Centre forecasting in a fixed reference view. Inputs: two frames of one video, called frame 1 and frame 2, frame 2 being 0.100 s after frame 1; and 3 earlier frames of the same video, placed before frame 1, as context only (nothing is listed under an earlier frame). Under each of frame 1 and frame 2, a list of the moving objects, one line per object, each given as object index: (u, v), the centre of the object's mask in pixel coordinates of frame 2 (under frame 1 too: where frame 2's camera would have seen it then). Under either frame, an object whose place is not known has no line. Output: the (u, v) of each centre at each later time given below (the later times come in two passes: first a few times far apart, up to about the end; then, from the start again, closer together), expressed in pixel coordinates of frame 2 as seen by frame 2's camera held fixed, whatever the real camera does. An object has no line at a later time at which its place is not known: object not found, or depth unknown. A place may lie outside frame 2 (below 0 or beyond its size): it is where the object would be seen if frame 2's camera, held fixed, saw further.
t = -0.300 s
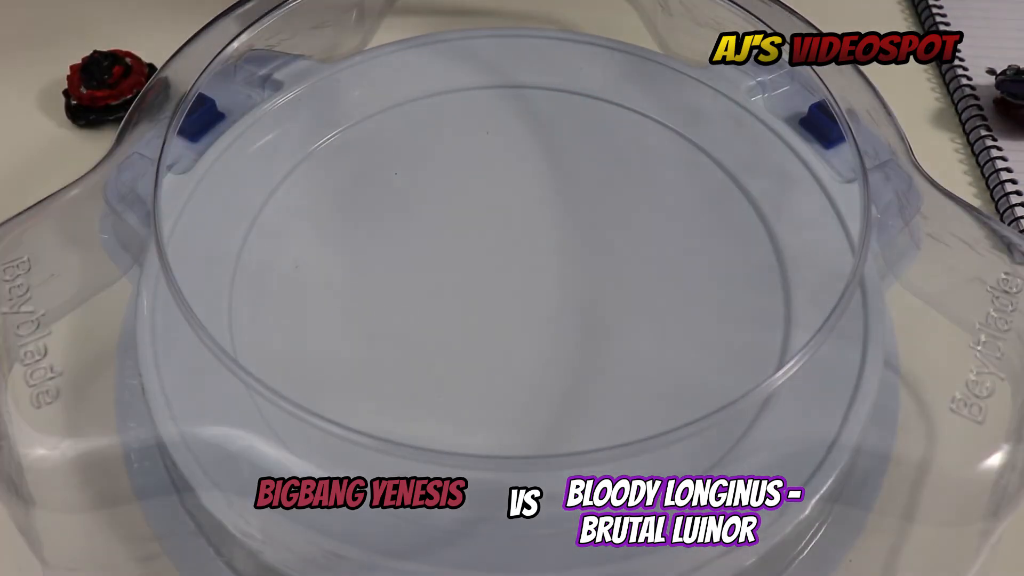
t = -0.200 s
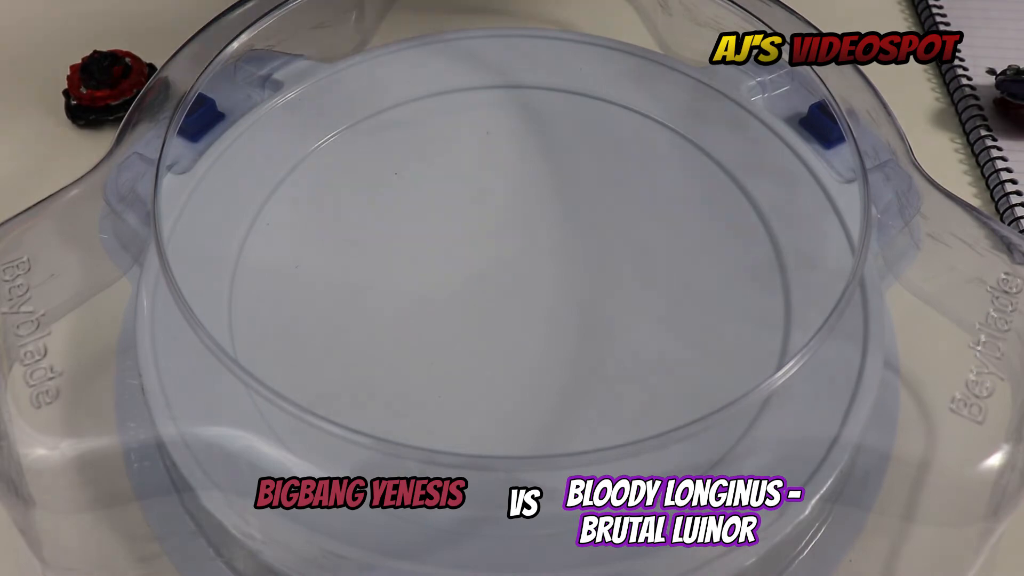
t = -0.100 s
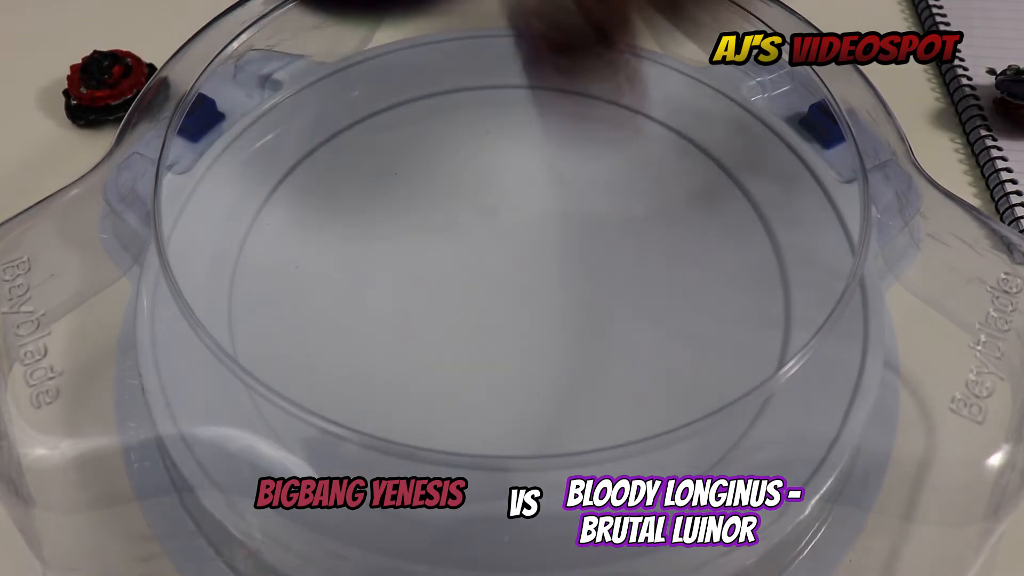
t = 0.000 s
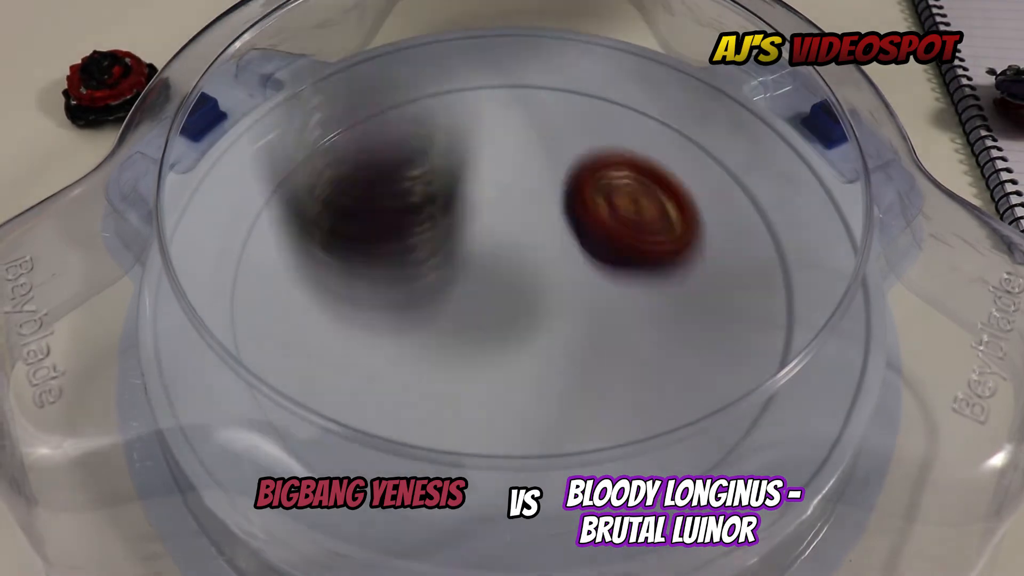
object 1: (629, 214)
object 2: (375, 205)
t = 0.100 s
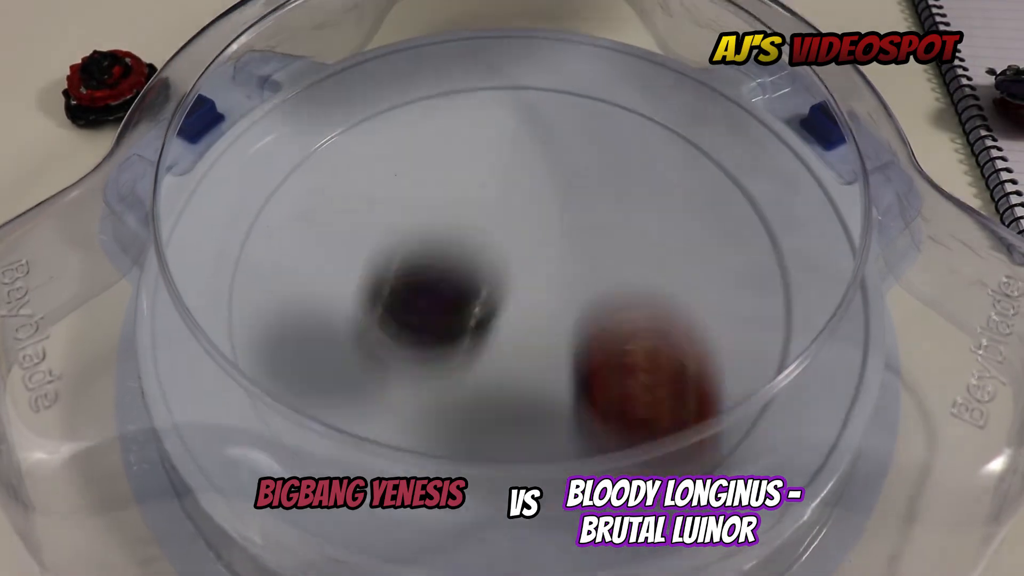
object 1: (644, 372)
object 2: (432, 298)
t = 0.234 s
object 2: (526, 168)
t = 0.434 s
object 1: (469, 325)
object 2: (618, 83)
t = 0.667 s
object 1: (474, 131)
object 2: (651, 210)
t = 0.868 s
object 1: (479, 92)
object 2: (549, 384)
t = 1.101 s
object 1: (495, 204)
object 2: (412, 381)
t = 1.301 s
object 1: (589, 263)
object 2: (376, 294)
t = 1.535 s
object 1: (668, 250)
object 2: (456, 240)
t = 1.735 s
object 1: (785, 222)
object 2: (372, 212)
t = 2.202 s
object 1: (691, 299)
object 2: (207, 206)
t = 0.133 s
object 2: (457, 238)
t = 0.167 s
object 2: (481, 196)
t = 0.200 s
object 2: (507, 172)
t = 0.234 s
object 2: (526, 168)
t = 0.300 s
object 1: (519, 410)
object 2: (563, 124)
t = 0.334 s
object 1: (500, 397)
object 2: (578, 110)
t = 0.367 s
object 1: (485, 385)
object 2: (594, 92)
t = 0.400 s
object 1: (475, 354)
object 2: (608, 85)
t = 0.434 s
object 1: (469, 325)
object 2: (618, 83)
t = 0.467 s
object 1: (467, 293)
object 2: (629, 86)
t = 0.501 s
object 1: (467, 263)
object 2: (637, 94)
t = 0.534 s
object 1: (468, 233)
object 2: (645, 106)
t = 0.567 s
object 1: (469, 203)
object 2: (650, 124)
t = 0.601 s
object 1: (471, 176)
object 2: (654, 150)
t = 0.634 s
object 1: (472, 153)
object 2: (654, 177)
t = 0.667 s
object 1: (474, 131)
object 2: (651, 210)
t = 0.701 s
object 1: (475, 113)
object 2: (644, 241)
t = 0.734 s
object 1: (476, 100)
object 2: (632, 275)
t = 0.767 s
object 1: (477, 91)
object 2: (615, 310)
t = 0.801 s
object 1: (478, 87)
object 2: (595, 339)
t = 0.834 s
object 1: (478, 87)
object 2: (574, 363)
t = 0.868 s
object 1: (479, 92)
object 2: (549, 384)
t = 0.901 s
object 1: (480, 101)
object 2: (523, 400)
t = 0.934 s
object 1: (481, 112)
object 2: (497, 408)
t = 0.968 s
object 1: (482, 127)
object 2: (475, 410)
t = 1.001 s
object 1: (484, 144)
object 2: (454, 408)
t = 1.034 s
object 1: (486, 162)
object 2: (436, 403)
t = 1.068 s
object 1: (490, 183)
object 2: (422, 395)
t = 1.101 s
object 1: (495, 204)
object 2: (412, 381)
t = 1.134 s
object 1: (502, 225)
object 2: (408, 363)
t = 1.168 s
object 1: (511, 244)
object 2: (407, 341)
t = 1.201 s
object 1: (523, 261)
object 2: (404, 321)
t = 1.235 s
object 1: (546, 258)
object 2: (391, 314)
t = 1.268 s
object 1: (569, 265)
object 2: (380, 306)
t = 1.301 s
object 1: (589, 263)
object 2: (376, 294)
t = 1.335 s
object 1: (608, 267)
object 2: (377, 283)
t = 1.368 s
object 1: (625, 264)
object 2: (382, 274)
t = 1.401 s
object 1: (640, 262)
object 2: (391, 267)
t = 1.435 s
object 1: (652, 260)
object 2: (404, 258)
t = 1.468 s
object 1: (661, 257)
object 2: (419, 250)
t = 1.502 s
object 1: (666, 254)
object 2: (437, 244)
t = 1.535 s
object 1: (668, 250)
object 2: (456, 240)
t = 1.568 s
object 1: (667, 247)
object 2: (478, 238)
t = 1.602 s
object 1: (663, 243)
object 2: (501, 235)
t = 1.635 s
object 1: (659, 241)
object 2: (518, 234)
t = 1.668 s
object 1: (702, 236)
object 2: (478, 227)
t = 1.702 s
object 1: (751, 231)
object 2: (424, 221)
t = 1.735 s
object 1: (785, 222)
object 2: (372, 212)
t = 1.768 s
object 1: (811, 220)
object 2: (329, 203)
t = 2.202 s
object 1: (691, 299)
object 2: (207, 206)
